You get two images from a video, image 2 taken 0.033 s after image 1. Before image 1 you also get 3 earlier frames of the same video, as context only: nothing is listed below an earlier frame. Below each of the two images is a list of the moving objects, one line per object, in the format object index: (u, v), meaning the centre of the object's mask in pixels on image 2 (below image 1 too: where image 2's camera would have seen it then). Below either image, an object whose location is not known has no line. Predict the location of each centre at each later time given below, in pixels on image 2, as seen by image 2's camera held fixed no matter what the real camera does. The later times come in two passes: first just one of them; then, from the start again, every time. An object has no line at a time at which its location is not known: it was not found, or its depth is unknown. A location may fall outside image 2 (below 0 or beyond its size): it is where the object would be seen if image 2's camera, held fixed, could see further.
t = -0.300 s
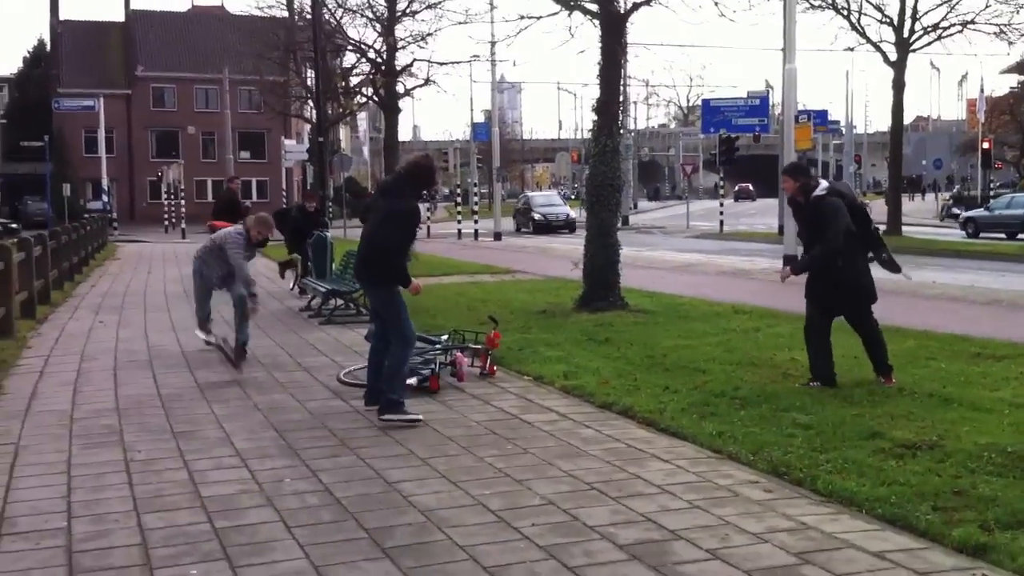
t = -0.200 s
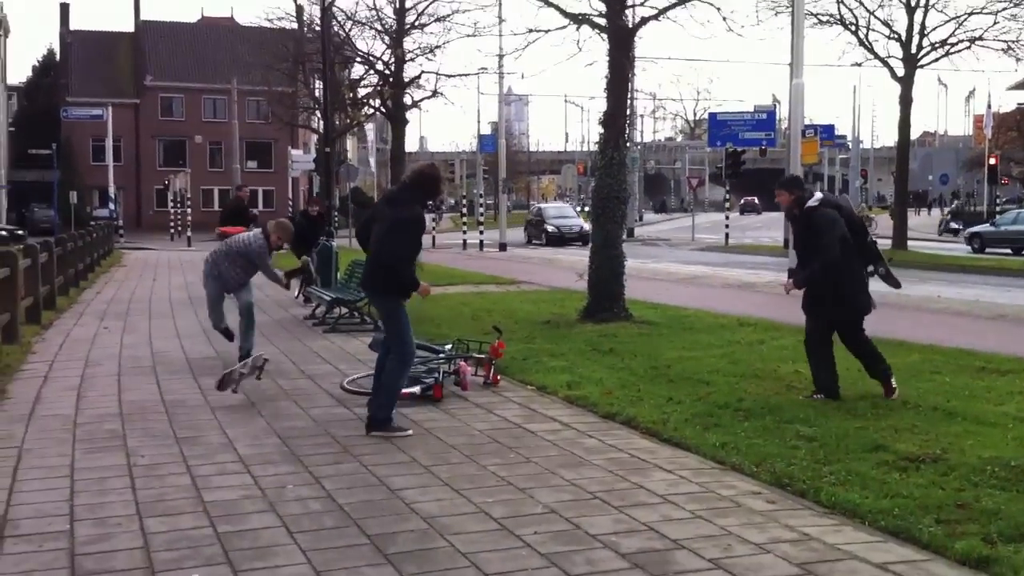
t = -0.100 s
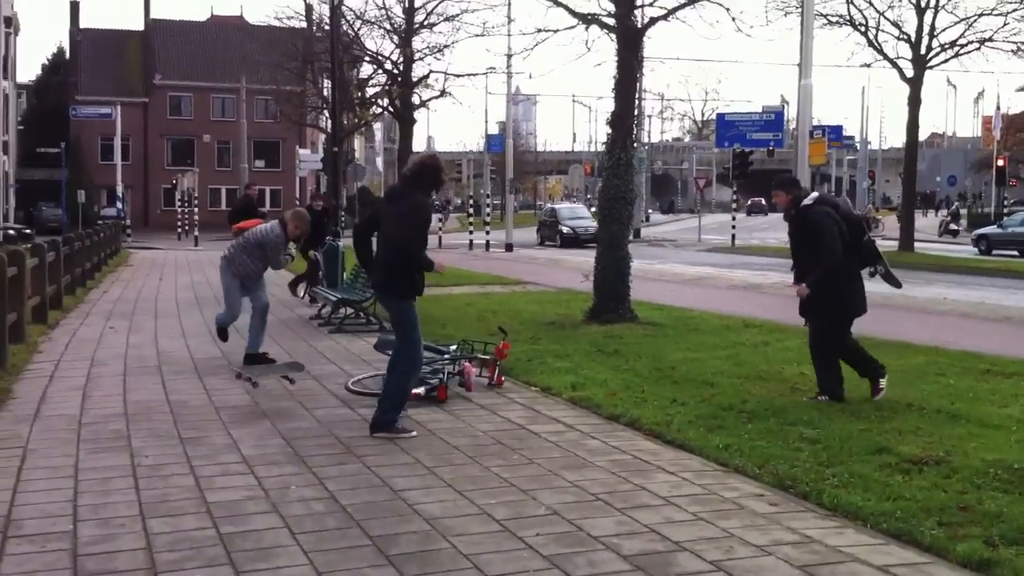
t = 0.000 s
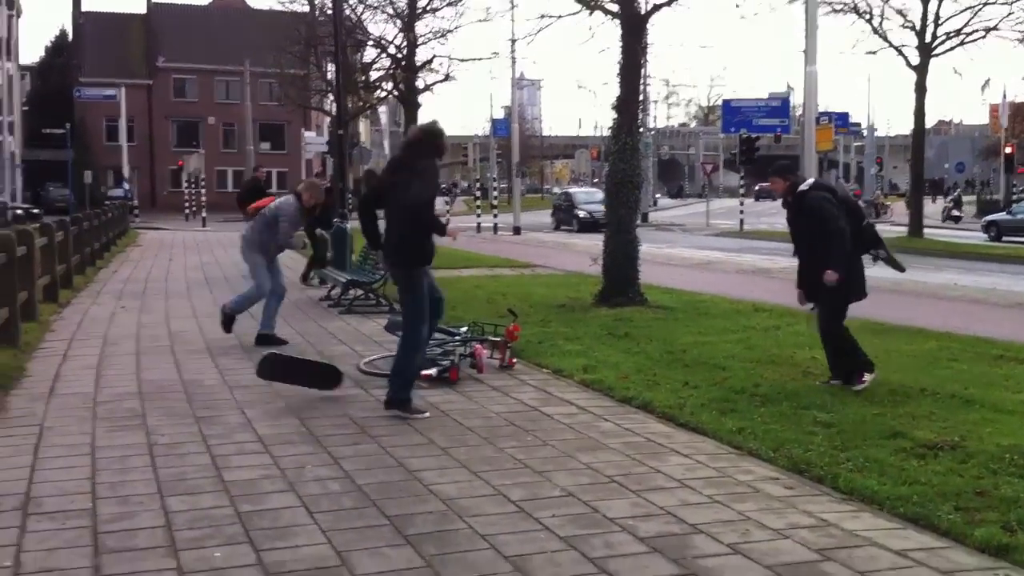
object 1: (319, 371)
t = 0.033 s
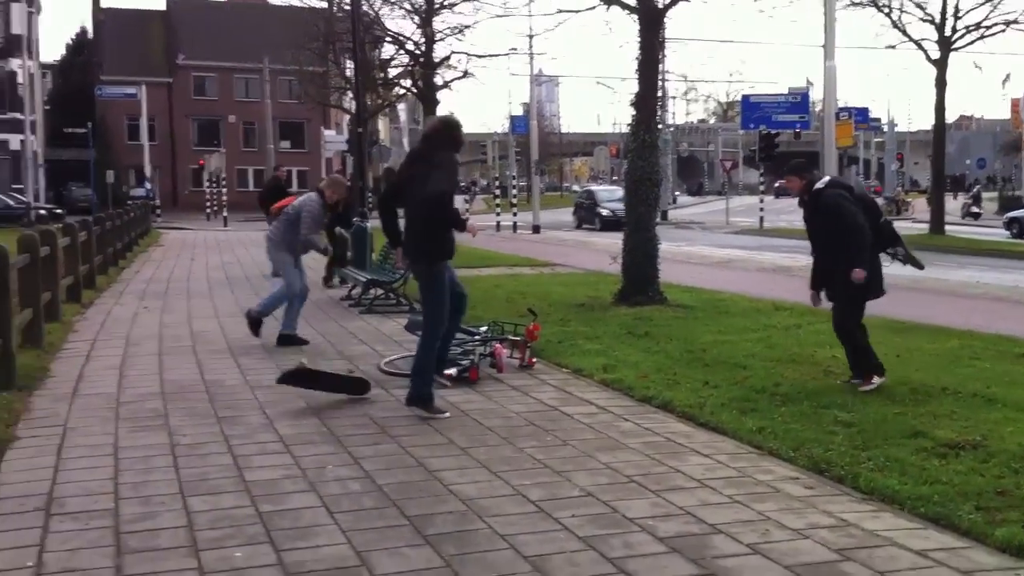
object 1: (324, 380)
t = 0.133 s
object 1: (334, 397)
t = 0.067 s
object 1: (326, 385)
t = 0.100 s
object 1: (328, 398)
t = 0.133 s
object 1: (334, 397)
